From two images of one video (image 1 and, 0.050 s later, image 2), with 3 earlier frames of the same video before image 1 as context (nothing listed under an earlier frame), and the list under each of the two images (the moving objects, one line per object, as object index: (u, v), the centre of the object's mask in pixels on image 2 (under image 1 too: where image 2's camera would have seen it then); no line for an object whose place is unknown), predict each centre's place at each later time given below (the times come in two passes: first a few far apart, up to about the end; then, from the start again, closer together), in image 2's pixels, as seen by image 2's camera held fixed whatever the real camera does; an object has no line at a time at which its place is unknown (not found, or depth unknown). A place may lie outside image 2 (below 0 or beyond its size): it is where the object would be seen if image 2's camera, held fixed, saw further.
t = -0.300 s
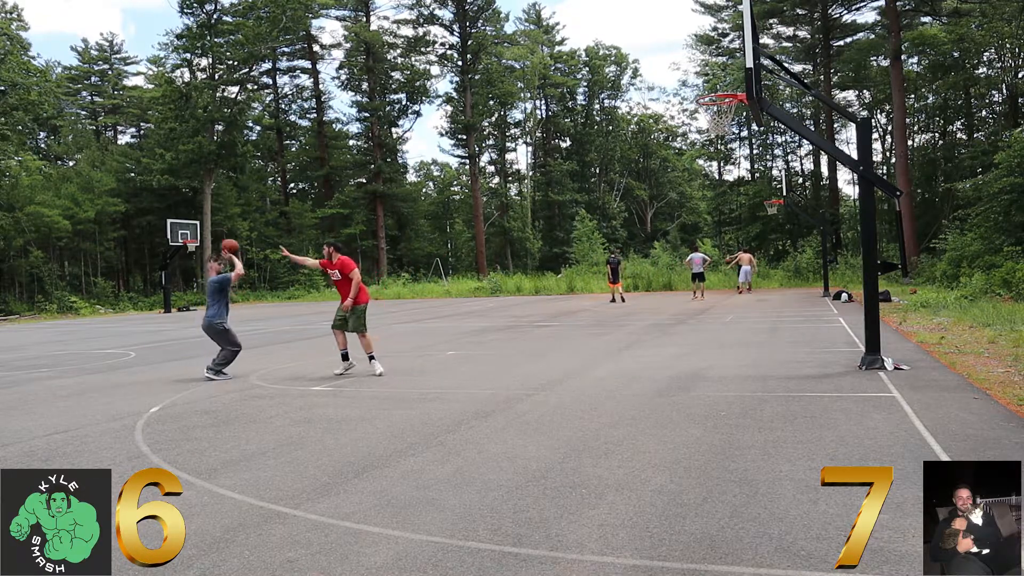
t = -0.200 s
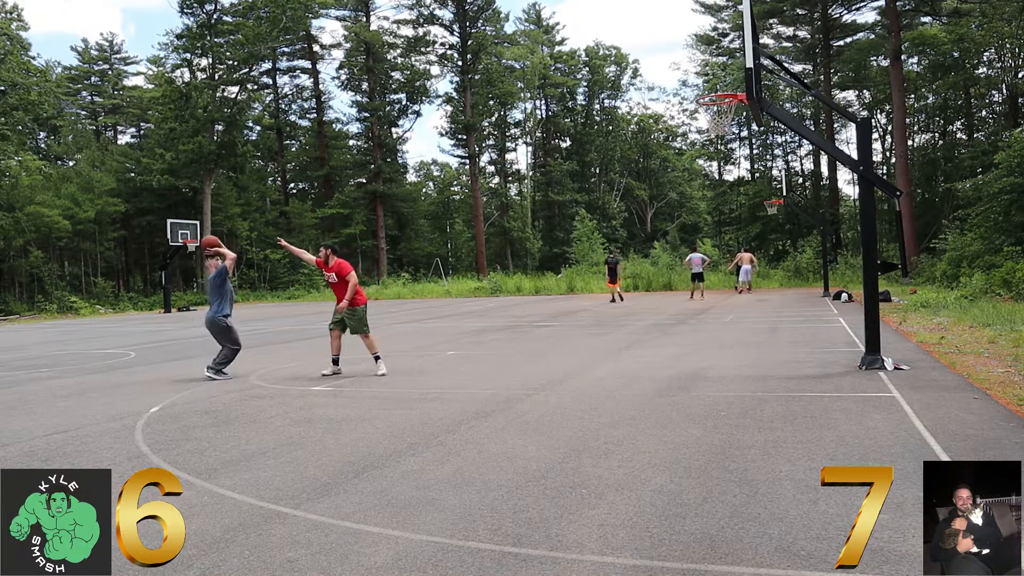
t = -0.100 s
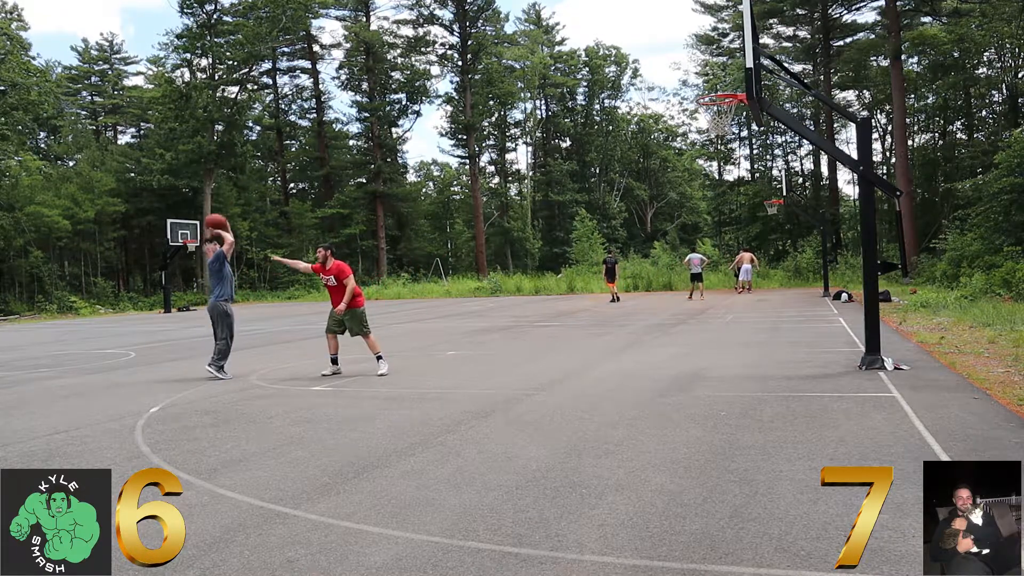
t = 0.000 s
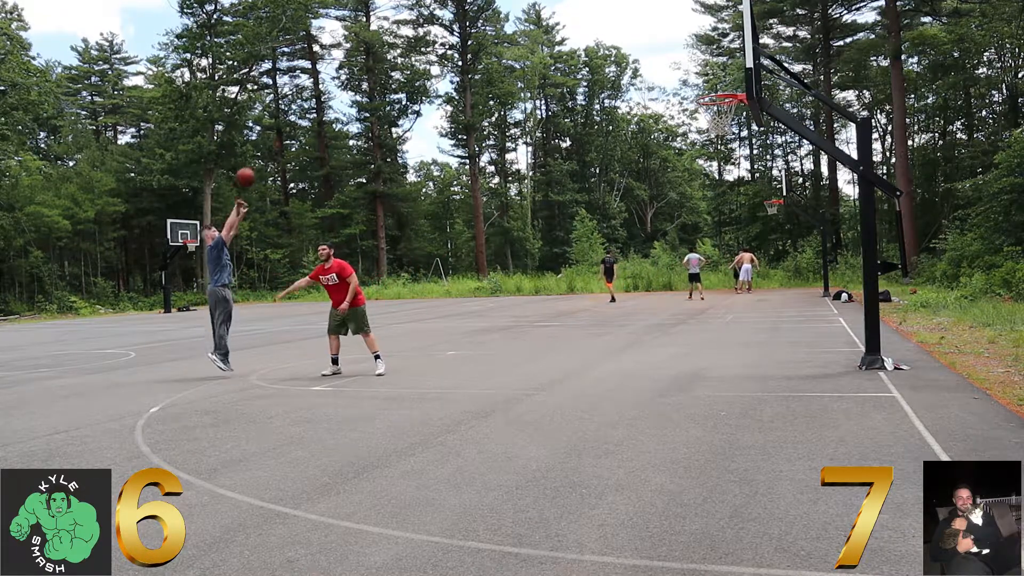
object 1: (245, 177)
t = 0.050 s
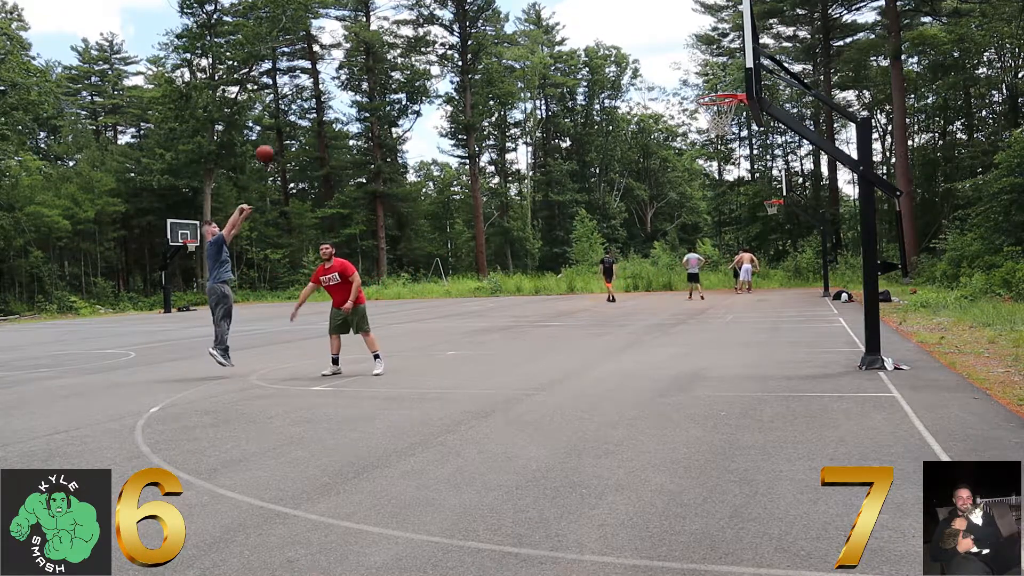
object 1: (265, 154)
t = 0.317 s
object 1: (377, 61)
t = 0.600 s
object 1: (503, 21)
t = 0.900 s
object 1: (647, 48)
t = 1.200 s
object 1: (726, 125)
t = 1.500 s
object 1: (733, 146)
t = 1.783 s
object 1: (740, 235)
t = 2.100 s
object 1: (738, 317)
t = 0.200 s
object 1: (326, 97)
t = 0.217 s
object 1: (333, 91)
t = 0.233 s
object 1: (341, 85)
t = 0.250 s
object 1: (348, 81)
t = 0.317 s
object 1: (377, 61)
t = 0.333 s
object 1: (384, 59)
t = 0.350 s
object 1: (392, 54)
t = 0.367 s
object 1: (399, 51)
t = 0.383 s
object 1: (406, 47)
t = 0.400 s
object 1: (413, 43)
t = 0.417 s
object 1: (420, 41)
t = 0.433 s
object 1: (427, 38)
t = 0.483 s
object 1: (451, 30)
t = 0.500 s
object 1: (458, 27)
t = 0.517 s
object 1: (466, 25)
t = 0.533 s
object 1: (473, 25)
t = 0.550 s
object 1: (481, 23)
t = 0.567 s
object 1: (488, 22)
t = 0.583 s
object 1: (496, 21)
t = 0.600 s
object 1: (503, 21)
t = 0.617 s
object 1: (511, 20)
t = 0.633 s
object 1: (520, 19)
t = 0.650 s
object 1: (527, 20)
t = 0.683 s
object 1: (542, 21)
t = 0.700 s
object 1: (549, 21)
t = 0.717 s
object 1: (557, 22)
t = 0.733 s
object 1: (566, 24)
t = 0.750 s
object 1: (573, 25)
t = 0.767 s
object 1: (581, 27)
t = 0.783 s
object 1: (590, 28)
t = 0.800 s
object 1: (598, 31)
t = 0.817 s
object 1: (606, 33)
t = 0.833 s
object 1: (614, 36)
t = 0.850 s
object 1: (622, 39)
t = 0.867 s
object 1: (630, 42)
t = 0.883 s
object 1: (639, 45)
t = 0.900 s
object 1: (647, 48)
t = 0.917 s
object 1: (655, 52)
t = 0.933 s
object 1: (664, 56)
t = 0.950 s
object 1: (672, 60)
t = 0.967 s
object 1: (681, 65)
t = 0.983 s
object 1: (689, 70)
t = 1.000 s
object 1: (697, 76)
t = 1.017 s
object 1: (706, 81)
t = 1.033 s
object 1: (714, 85)
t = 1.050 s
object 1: (723, 87)
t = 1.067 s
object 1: (727, 93)
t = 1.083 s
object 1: (721, 100)
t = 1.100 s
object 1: (712, 103)
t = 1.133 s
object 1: (710, 108)
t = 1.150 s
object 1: (714, 112)
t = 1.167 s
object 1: (717, 118)
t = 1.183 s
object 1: (722, 121)
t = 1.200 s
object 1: (726, 125)
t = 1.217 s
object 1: (728, 127)
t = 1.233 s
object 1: (730, 128)
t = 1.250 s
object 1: (730, 129)
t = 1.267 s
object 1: (731, 129)
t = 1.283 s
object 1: (731, 129)
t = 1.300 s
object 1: (731, 129)
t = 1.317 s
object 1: (731, 128)
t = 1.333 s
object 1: (731, 130)
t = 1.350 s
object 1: (731, 131)
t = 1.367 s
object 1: (732, 132)
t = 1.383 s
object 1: (731, 132)
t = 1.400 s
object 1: (731, 134)
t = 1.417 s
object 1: (731, 135)
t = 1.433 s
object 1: (732, 137)
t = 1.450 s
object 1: (731, 138)
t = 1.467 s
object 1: (732, 141)
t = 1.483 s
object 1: (733, 144)
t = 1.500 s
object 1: (733, 146)
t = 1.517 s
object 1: (734, 151)
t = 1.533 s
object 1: (734, 155)
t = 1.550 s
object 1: (734, 158)
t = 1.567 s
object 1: (734, 163)
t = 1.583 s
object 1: (735, 167)
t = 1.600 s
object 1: (735, 171)
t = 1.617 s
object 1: (735, 176)
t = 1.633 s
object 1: (736, 180)
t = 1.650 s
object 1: (736, 186)
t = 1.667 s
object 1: (737, 190)
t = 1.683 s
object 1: (737, 196)
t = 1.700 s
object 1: (737, 202)
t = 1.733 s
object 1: (739, 213)
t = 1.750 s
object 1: (739, 221)
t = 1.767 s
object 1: (739, 228)
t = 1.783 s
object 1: (740, 235)
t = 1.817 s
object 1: (740, 249)
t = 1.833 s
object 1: (741, 257)
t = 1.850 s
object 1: (742, 265)
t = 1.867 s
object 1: (741, 275)
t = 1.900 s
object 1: (742, 292)
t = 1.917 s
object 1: (742, 300)
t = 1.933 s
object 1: (743, 309)
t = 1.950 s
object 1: (744, 319)
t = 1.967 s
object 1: (744, 328)
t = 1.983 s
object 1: (744, 338)
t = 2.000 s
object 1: (745, 348)
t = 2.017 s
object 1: (745, 357)
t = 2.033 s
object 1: (744, 349)
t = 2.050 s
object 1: (743, 341)
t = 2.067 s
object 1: (741, 332)
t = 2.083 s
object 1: (740, 325)
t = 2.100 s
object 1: (738, 317)
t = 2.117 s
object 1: (737, 309)
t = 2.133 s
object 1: (735, 303)
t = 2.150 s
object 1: (734, 296)
